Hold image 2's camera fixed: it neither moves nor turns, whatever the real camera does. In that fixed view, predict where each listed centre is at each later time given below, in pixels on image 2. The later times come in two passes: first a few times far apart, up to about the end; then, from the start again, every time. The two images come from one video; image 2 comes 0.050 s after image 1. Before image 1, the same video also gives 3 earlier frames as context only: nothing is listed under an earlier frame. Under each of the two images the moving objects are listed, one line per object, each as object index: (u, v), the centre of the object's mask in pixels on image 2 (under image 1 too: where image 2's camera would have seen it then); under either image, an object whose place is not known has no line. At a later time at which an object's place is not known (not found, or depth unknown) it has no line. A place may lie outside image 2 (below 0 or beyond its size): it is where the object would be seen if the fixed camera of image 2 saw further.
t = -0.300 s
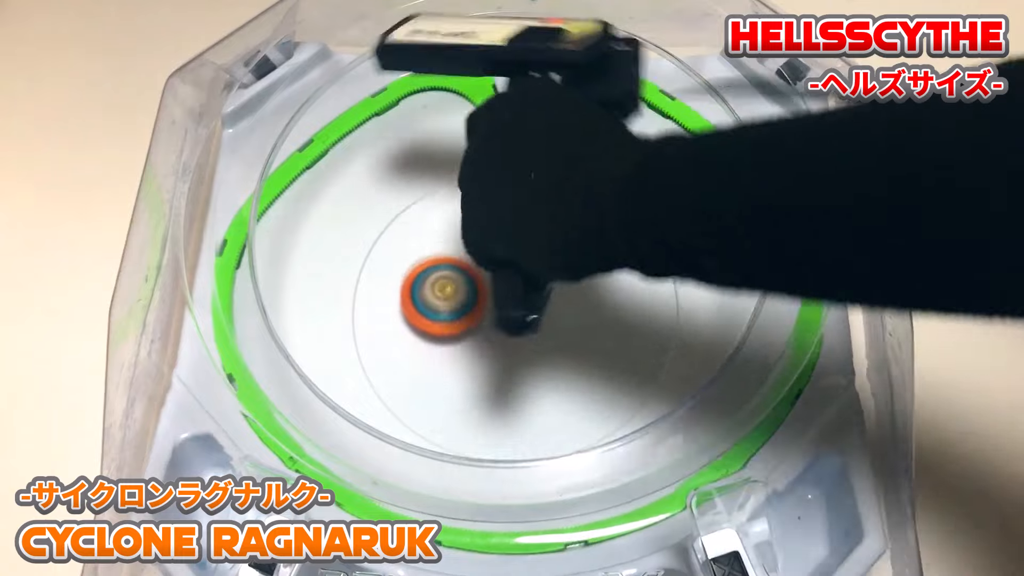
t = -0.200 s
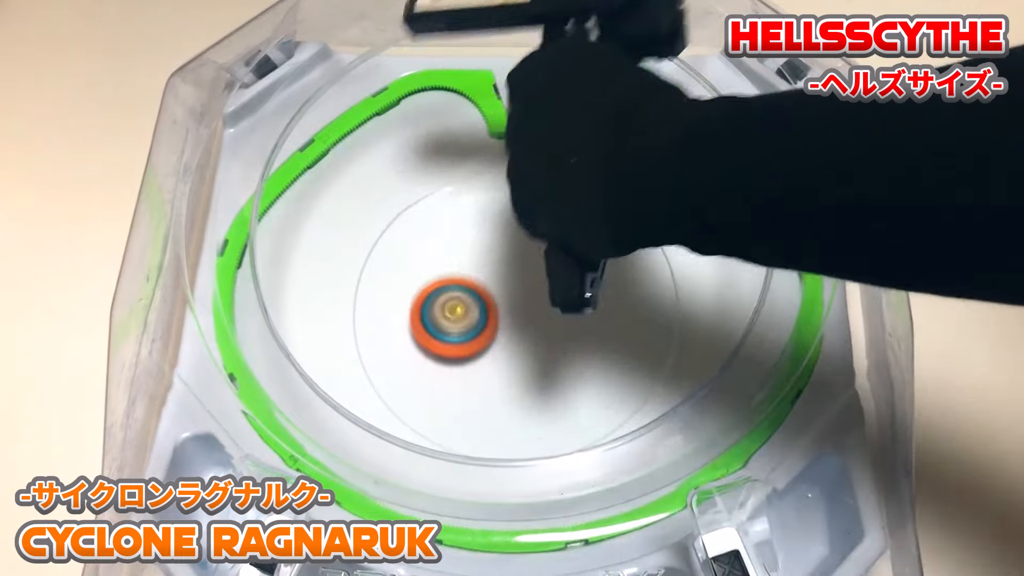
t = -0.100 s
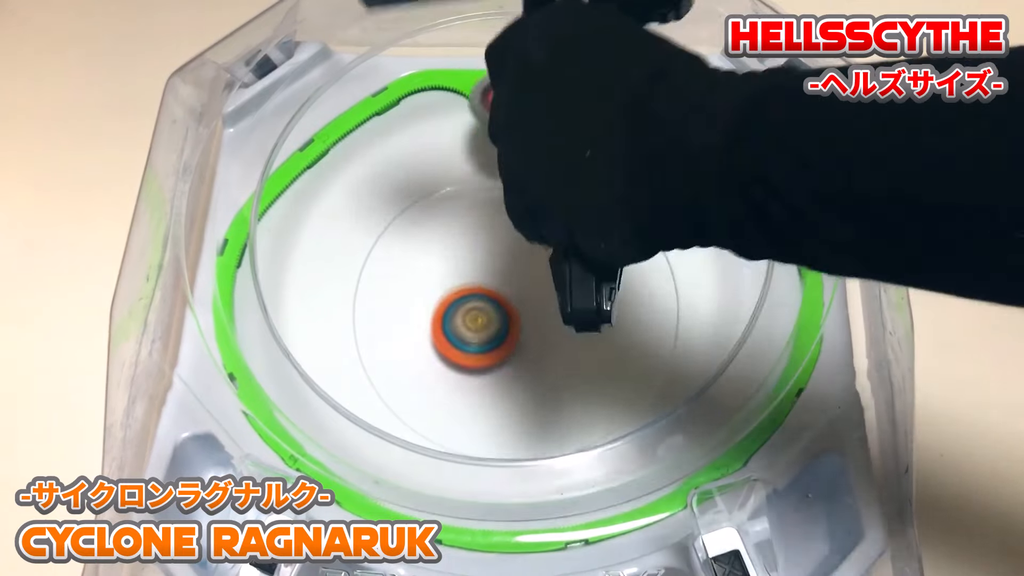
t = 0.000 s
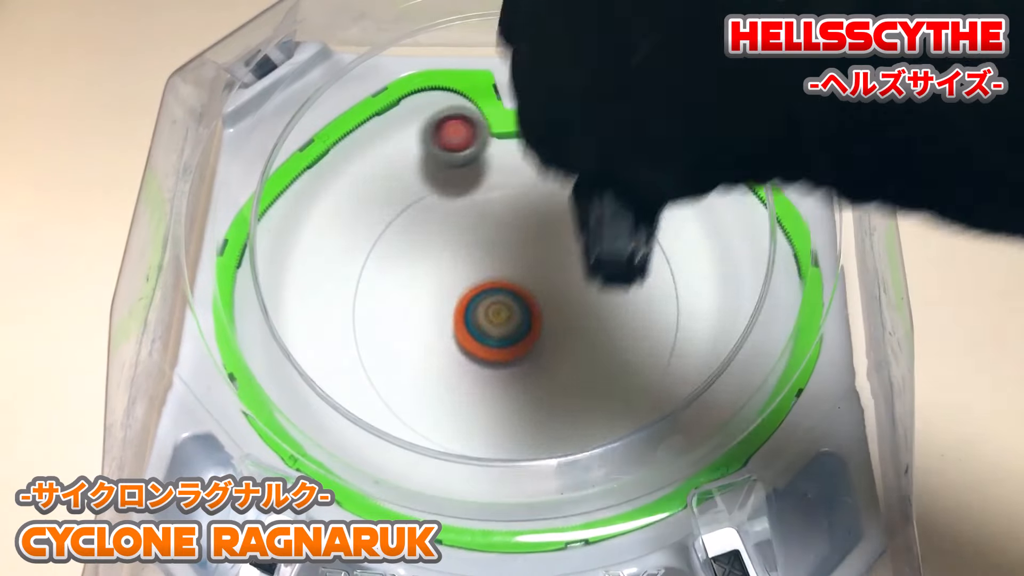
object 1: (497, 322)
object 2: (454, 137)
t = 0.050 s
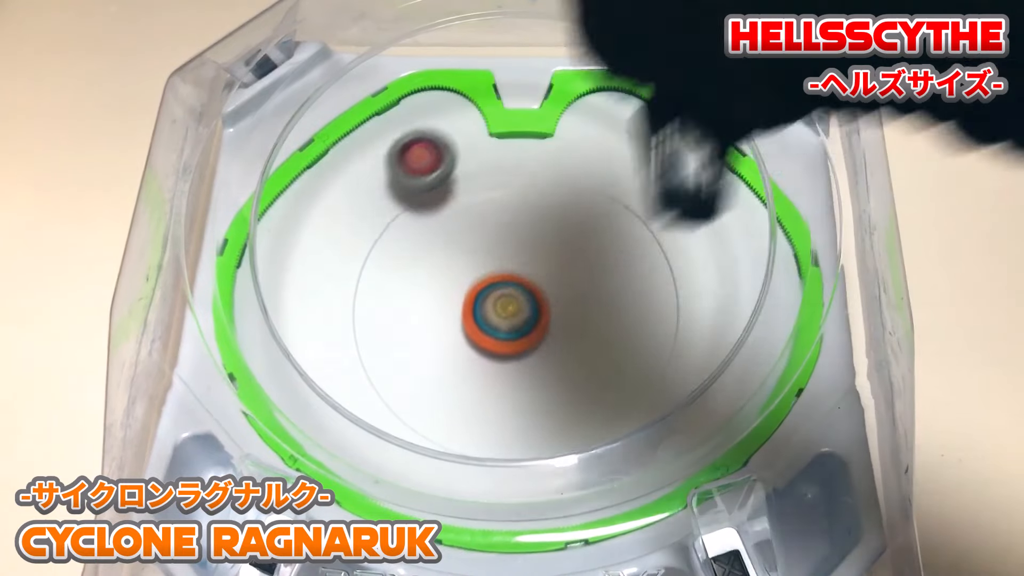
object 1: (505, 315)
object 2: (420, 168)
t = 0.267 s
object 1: (505, 266)
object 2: (270, 355)
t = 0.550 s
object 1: (464, 273)
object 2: (525, 222)
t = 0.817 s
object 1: (282, 320)
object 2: (695, 134)
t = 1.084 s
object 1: (426, 341)
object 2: (302, 249)
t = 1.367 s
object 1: (575, 283)
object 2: (684, 403)
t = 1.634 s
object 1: (586, 224)
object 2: (690, 35)
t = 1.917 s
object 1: (551, 214)
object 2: (326, 206)
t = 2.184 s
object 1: (537, 231)
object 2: (316, 448)
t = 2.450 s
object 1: (543, 269)
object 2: (744, 387)
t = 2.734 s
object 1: (575, 293)
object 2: (593, 77)
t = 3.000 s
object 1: (599, 292)
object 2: (470, 366)
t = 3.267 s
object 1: (588, 290)
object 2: (476, 451)
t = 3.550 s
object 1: (579, 299)
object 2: (451, 317)
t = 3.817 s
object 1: (568, 318)
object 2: (334, 318)
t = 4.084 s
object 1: (554, 337)
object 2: (269, 284)
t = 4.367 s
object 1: (540, 350)
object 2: (333, 190)
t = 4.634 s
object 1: (527, 360)
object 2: (370, 269)
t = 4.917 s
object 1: (562, 375)
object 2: (469, 230)
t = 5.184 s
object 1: (561, 336)
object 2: (338, 64)
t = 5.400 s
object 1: (534, 314)
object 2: (252, 257)
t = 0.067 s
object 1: (507, 313)
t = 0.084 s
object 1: (509, 309)
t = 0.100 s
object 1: (511, 304)
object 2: (385, 196)
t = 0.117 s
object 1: (512, 301)
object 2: (373, 207)
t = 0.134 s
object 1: (512, 297)
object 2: (361, 220)
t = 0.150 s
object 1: (513, 293)
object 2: (349, 234)
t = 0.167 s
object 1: (513, 289)
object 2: (337, 248)
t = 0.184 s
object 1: (512, 285)
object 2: (322, 262)
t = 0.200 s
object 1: (512, 281)
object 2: (309, 281)
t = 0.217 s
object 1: (511, 277)
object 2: (299, 298)
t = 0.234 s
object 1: (509, 273)
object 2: (287, 317)
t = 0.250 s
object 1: (507, 270)
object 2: (276, 336)
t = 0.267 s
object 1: (505, 266)
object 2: (270, 355)
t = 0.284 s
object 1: (502, 263)
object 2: (262, 375)
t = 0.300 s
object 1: (501, 261)
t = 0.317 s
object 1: (500, 259)
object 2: (381, 434)
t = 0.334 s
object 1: (498, 257)
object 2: (454, 461)
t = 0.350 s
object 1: (496, 255)
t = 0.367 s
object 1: (493, 254)
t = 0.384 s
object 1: (491, 252)
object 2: (686, 436)
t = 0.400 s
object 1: (488, 251)
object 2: (747, 394)
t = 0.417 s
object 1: (484, 249)
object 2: (774, 329)
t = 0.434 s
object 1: (480, 249)
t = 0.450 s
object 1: (475, 249)
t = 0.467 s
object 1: (471, 251)
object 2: (717, 152)
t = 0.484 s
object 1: (467, 253)
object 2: (667, 107)
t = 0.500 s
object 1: (464, 257)
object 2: (608, 89)
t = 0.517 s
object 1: (463, 263)
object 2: (566, 122)
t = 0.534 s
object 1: (464, 268)
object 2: (545, 172)
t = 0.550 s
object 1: (464, 273)
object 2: (525, 222)
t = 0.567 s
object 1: (445, 277)
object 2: (535, 276)
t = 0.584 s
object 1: (416, 277)
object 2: (575, 317)
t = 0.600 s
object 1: (388, 279)
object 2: (618, 366)
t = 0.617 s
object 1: (360, 281)
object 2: (663, 421)
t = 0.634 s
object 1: (337, 282)
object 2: (710, 475)
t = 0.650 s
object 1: (317, 282)
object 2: (741, 448)
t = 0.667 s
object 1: (302, 282)
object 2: (781, 416)
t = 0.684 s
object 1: (277, 288)
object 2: (820, 383)
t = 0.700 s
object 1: (258, 293)
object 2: (839, 347)
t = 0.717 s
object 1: (248, 295)
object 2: (840, 309)
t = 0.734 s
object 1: (251, 295)
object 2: (813, 280)
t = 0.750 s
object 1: (256, 298)
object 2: (785, 252)
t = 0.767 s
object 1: (262, 302)
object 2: (757, 225)
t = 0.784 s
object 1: (269, 307)
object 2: (737, 193)
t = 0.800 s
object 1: (275, 315)
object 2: (717, 161)
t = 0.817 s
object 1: (282, 320)
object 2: (695, 134)
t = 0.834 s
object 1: (288, 321)
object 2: (675, 109)
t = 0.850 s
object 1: (294, 323)
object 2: (649, 78)
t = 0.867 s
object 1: (302, 326)
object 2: (605, 50)
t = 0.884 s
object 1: (310, 330)
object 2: (564, 34)
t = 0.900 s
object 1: (316, 331)
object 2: (517, 45)
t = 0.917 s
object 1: (326, 331)
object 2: (468, 55)
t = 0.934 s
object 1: (332, 333)
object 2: (420, 70)
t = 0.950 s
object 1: (340, 333)
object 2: (371, 90)
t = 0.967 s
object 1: (348, 334)
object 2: (322, 107)
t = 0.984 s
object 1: (357, 335)
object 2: (276, 118)
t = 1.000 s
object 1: (367, 336)
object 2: (233, 130)
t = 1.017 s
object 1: (380, 338)
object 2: (233, 148)
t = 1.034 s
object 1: (392, 338)
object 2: (250, 176)
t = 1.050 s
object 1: (403, 340)
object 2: (267, 198)
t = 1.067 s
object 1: (415, 341)
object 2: (287, 224)
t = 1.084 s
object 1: (426, 341)
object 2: (302, 249)
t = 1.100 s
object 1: (438, 341)
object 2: (323, 271)
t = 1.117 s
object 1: (449, 340)
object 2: (342, 290)
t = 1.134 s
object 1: (460, 338)
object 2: (362, 311)
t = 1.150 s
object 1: (471, 336)
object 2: (384, 334)
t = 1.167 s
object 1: (483, 334)
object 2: (405, 358)
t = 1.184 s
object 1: (494, 331)
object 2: (426, 375)
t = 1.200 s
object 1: (505, 329)
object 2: (449, 393)
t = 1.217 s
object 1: (515, 325)
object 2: (473, 407)
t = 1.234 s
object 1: (525, 321)
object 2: (499, 418)
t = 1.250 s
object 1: (534, 317)
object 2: (524, 424)
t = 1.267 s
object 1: (542, 312)
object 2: (549, 432)
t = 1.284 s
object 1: (550, 308)
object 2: (575, 435)
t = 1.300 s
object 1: (556, 303)
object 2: (601, 435)
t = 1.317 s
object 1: (562, 298)
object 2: (622, 426)
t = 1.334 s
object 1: (568, 293)
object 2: (643, 417)
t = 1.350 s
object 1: (572, 288)
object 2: (664, 409)
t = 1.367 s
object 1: (575, 283)
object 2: (684, 403)
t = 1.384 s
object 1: (578, 278)
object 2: (707, 393)
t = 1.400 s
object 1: (580, 273)
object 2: (731, 383)
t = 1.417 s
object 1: (582, 269)
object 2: (753, 375)
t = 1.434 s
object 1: (583, 265)
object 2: (774, 367)
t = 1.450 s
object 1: (584, 260)
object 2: (785, 338)
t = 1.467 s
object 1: (585, 256)
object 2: (782, 299)
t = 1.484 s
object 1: (586, 252)
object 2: (780, 260)
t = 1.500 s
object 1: (587, 248)
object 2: (777, 224)
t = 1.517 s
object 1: (587, 244)
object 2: (773, 189)
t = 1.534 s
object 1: (588, 240)
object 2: (768, 160)
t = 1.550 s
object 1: (588, 237)
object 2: (763, 136)
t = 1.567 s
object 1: (588, 233)
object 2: (757, 112)
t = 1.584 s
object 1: (588, 230)
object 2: (752, 87)
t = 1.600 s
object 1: (588, 228)
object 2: (735, 71)
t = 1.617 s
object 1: (587, 226)
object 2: (710, 49)
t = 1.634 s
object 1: (586, 224)
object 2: (690, 35)
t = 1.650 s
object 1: (585, 222)
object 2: (665, 31)
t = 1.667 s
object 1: (584, 220)
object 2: (636, 34)
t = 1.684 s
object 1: (583, 219)
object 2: (607, 46)
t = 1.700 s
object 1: (581, 217)
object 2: (579, 61)
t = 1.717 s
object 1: (579, 216)
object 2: (555, 70)
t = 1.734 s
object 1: (576, 215)
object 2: (531, 78)
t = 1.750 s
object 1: (574, 214)
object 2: (512, 86)
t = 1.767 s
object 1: (571, 213)
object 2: (487, 98)
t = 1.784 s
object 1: (568, 213)
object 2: (466, 112)
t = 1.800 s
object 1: (566, 212)
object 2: (445, 124)
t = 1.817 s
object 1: (563, 212)
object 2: (425, 136)
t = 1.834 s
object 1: (561, 212)
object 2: (406, 148)
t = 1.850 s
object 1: (559, 212)
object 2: (389, 156)
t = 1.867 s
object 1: (557, 212)
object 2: (372, 168)
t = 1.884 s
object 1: (554, 213)
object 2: (356, 179)
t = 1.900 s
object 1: (552, 213)
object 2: (339, 194)
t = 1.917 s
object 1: (551, 214)
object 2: (326, 206)
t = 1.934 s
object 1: (549, 214)
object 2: (313, 218)
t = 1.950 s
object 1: (548, 214)
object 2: (301, 232)
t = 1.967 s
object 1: (547, 215)
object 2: (290, 248)
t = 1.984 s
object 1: (547, 216)
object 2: (279, 262)
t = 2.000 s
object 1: (546, 216)
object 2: (272, 277)
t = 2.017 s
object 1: (545, 217)
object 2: (264, 293)
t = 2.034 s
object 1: (544, 218)
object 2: (258, 309)
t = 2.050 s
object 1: (544, 219)
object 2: (256, 324)
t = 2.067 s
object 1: (543, 220)
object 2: (252, 341)
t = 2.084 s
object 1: (542, 221)
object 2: (250, 359)
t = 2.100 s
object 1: (541, 222)
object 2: (250, 376)
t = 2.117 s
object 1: (540, 223)
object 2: (254, 392)
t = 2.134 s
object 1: (540, 225)
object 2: (265, 407)
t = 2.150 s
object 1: (539, 227)
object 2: (281, 422)
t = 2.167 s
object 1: (538, 229)
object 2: (298, 436)
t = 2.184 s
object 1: (537, 231)
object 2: (316, 448)
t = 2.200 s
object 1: (537, 233)
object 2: (336, 462)
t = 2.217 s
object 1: (537, 235)
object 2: (355, 479)
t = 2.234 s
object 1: (536, 237)
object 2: (376, 488)
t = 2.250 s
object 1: (536, 240)
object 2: (402, 492)
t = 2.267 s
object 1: (536, 242)
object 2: (429, 498)
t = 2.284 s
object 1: (536, 245)
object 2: (456, 508)
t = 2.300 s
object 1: (536, 247)
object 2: (482, 516)
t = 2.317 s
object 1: (537, 250)
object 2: (513, 513)
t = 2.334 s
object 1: (537, 253)
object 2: (550, 499)
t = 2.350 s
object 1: (538, 255)
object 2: (583, 489)
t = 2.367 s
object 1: (539, 258)
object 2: (618, 480)
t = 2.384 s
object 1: (540, 260)
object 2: (651, 466)
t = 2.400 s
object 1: (540, 263)
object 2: (683, 452)
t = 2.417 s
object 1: (541, 264)
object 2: (709, 434)
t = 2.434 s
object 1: (542, 267)
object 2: (727, 411)
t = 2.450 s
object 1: (543, 269)
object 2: (744, 387)
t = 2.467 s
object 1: (544, 272)
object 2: (757, 366)
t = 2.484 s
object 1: (546, 274)
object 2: (769, 341)
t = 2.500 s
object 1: (547, 277)
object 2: (773, 315)
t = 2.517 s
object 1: (548, 279)
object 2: (777, 287)
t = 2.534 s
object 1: (549, 281)
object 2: (778, 264)
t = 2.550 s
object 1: (551, 283)
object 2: (767, 240)
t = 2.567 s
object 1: (552, 285)
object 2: (755, 217)
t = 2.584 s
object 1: (554, 286)
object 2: (743, 196)
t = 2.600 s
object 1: (556, 288)
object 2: (727, 177)
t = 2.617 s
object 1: (558, 289)
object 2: (709, 160)
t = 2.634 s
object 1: (561, 290)
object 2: (691, 145)
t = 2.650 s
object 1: (563, 290)
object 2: (675, 131)
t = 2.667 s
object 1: (565, 291)
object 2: (658, 119)
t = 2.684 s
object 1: (568, 292)
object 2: (641, 107)
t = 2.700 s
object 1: (570, 292)
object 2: (626, 94)
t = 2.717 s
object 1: (573, 292)
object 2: (610, 84)
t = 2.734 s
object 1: (575, 293)
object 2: (593, 77)
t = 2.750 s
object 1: (578, 293)
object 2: (575, 82)
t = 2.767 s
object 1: (580, 293)
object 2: (556, 93)
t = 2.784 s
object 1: (582, 293)
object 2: (549, 107)
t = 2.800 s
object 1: (585, 293)
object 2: (547, 126)
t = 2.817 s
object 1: (587, 293)
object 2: (543, 150)
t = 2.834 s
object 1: (589, 293)
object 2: (540, 170)
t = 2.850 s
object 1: (591, 293)
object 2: (538, 190)
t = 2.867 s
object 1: (593, 293)
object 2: (534, 211)
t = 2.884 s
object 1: (595, 293)
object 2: (528, 229)
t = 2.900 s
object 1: (596, 293)
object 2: (522, 248)
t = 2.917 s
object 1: (597, 293)
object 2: (516, 270)
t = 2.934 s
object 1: (598, 293)
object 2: (507, 289)
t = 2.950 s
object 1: (598, 293)
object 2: (498, 309)
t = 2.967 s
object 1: (599, 293)
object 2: (489, 330)
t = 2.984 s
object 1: (599, 292)
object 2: (479, 348)
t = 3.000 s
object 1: (599, 292)
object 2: (470, 366)
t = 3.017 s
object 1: (599, 292)
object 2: (462, 383)
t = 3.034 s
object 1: (599, 292)
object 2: (456, 400)
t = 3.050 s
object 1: (599, 291)
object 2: (451, 416)
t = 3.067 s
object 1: (599, 291)
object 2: (447, 434)
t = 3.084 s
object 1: (599, 291)
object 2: (447, 444)
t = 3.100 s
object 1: (598, 291)
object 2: (448, 454)
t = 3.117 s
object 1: (598, 291)
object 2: (450, 463)
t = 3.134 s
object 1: (597, 291)
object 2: (453, 471)
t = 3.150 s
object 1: (596, 291)
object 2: (451, 487)
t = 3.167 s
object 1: (596, 291)
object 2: (451, 496)
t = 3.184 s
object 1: (595, 290)
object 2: (454, 500)
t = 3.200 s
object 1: (593, 290)
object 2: (458, 491)
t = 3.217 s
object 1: (592, 290)
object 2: (465, 477)
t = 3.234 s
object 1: (590, 290)
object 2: (468, 469)
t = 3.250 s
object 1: (589, 290)
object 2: (472, 462)
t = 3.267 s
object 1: (588, 290)
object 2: (476, 451)
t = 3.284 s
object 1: (586, 291)
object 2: (483, 433)
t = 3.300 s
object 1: (585, 291)
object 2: (485, 428)
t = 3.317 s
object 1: (583, 292)
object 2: (488, 422)
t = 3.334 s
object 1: (582, 293)
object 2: (492, 412)
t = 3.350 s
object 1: (580, 293)
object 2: (495, 402)
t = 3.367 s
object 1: (579, 294)
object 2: (498, 391)
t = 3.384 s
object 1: (577, 295)
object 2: (501, 382)
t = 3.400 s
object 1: (575, 296)
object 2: (503, 372)
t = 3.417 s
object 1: (574, 298)
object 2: (505, 362)
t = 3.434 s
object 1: (573, 299)
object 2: (506, 352)
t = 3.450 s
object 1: (572, 299)
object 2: (505, 343)
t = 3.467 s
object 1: (574, 299)
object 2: (497, 337)
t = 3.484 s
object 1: (576, 298)
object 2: (489, 331)
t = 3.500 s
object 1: (578, 298)
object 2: (480, 328)
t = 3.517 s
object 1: (579, 298)
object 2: (471, 323)
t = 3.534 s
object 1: (579, 299)
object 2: (461, 320)
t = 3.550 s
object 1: (579, 299)
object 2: (451, 317)
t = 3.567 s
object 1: (579, 300)
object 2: (441, 315)
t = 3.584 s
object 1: (578, 301)
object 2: (431, 312)
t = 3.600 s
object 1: (577, 302)
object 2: (422, 311)
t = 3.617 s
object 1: (576, 303)
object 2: (412, 310)
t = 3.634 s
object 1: (576, 304)
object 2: (402, 309)
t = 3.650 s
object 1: (575, 305)
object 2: (392, 309)
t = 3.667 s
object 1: (575, 307)
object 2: (383, 309)
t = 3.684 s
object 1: (574, 308)
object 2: (374, 310)
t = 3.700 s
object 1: (574, 309)
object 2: (365, 311)
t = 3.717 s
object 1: (573, 311)
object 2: (356, 311)
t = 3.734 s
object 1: (572, 312)
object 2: (352, 310)
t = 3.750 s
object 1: (572, 313)
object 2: (349, 312)
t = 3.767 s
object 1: (571, 314)
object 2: (346, 315)
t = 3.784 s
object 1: (570, 316)
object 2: (342, 316)
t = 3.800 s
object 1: (569, 317)
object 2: (338, 317)
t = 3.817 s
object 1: (568, 318)
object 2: (334, 318)
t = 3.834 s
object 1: (568, 320)
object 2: (329, 319)
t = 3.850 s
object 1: (567, 321)
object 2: (324, 319)
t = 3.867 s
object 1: (566, 322)
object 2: (318, 319)
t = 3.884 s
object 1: (565, 324)
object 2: (312, 318)
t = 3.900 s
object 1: (564, 325)
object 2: (307, 317)
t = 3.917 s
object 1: (563, 326)
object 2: (303, 316)
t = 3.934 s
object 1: (562, 327)
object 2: (297, 313)
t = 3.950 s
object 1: (561, 328)
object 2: (284, 313)
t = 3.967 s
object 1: (560, 329)
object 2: (275, 311)
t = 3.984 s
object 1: (559, 331)
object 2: (266, 309)
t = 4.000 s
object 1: (559, 332)
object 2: (256, 305)
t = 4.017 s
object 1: (558, 333)
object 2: (247, 300)
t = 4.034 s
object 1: (557, 334)
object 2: (242, 297)
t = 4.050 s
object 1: (557, 335)
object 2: (251, 291)
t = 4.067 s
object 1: (555, 336)
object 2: (259, 287)
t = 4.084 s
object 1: (554, 337)
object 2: (269, 284)
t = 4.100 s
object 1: (554, 338)
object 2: (277, 278)
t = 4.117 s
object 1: (553, 338)
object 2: (287, 273)
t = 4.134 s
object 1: (552, 339)
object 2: (292, 270)
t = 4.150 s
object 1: (551, 339)
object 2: (296, 264)
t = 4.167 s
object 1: (549, 340)
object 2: (303, 259)
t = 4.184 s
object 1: (548, 341)
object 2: (308, 254)
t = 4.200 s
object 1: (547, 342)
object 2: (313, 250)
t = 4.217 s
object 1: (546, 342)
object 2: (317, 244)
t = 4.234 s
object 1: (545, 343)
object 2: (321, 239)
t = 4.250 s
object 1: (545, 344)
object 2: (324, 234)
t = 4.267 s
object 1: (544, 345)
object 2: (326, 228)
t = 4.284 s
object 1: (543, 346)
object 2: (329, 222)
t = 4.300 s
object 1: (543, 347)
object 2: (330, 217)
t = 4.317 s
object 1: (542, 348)
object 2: (331, 210)
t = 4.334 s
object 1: (541, 348)
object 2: (332, 203)
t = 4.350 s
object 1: (540, 349)
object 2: (332, 197)
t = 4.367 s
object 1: (540, 350)
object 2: (333, 190)
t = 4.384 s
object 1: (539, 351)
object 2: (332, 183)
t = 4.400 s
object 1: (538, 351)
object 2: (331, 176)
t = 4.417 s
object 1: (538, 352)
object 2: (330, 167)
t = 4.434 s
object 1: (537, 353)
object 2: (329, 161)
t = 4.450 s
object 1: (536, 353)
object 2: (327, 153)
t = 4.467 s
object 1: (535, 354)
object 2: (326, 146)
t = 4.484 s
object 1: (534, 355)
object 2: (329, 158)
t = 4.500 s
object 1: (534, 355)
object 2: (333, 172)
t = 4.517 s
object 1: (533, 356)
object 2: (337, 187)
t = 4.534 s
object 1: (532, 356)
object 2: (341, 198)
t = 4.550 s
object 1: (531, 357)
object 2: (345, 210)
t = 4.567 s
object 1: (531, 358)
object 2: (350, 225)
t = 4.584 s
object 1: (530, 358)
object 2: (354, 237)
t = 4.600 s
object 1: (529, 359)
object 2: (359, 247)
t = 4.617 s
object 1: (528, 359)
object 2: (365, 258)
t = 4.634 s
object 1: (527, 360)
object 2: (370, 269)
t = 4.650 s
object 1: (527, 361)
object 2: (377, 280)
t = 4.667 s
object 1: (526, 361)
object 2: (384, 289)
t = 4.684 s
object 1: (525, 362)
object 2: (392, 297)
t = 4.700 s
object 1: (525, 362)
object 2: (401, 306)
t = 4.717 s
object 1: (524, 362)
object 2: (411, 312)
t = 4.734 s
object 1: (523, 362)
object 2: (422, 317)
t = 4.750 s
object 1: (523, 362)
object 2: (433, 322)
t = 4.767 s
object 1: (522, 363)
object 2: (445, 325)
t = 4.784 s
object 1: (527, 367)
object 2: (449, 320)
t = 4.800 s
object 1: (534, 371)
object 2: (448, 311)
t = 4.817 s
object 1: (541, 375)
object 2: (448, 300)
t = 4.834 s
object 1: (546, 377)
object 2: (450, 289)
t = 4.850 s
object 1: (551, 378)
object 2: (453, 278)
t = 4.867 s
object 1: (555, 378)
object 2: (457, 267)
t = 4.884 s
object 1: (558, 378)
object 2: (461, 255)
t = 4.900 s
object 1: (560, 376)
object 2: (466, 243)
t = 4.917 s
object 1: (562, 375)
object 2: (469, 230)
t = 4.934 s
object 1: (564, 373)
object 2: (473, 217)
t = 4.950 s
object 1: (566, 371)
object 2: (476, 204)
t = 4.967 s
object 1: (567, 369)
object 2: (478, 192)
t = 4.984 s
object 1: (568, 367)
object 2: (479, 180)
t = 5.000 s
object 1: (569, 364)
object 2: (481, 168)
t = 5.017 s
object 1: (569, 362)
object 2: (482, 157)
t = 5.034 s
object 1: (569, 359)
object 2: (484, 144)
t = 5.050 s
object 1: (569, 357)
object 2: (486, 132)
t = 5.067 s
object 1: (569, 354)
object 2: (475, 114)
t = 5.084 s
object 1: (568, 351)
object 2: (458, 89)
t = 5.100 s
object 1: (567, 348)
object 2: (437, 74)
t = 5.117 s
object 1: (566, 345)
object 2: (420, 63)
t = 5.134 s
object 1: (565, 343)
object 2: (400, 52)
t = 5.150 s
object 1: (564, 340)
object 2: (380, 51)
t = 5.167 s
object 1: (563, 338)
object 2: (359, 57)
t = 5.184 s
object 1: (561, 336)
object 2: (338, 64)
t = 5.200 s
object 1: (559, 333)
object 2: (319, 67)
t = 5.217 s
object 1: (558, 331)
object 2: (299, 71)
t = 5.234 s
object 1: (556, 329)
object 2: (282, 84)
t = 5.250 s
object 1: (554, 327)
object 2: (269, 102)
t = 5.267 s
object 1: (552, 325)
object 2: (260, 119)
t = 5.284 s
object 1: (550, 324)
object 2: (249, 134)
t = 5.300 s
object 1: (548, 322)
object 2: (239, 150)
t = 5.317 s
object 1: (545, 320)
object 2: (232, 165)
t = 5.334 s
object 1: (543, 319)
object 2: (229, 180)
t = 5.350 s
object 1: (541, 317)
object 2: (235, 201)
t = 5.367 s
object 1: (539, 316)
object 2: (240, 218)
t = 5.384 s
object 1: (536, 315)
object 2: (246, 237)
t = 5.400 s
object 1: (534, 314)
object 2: (252, 257)
